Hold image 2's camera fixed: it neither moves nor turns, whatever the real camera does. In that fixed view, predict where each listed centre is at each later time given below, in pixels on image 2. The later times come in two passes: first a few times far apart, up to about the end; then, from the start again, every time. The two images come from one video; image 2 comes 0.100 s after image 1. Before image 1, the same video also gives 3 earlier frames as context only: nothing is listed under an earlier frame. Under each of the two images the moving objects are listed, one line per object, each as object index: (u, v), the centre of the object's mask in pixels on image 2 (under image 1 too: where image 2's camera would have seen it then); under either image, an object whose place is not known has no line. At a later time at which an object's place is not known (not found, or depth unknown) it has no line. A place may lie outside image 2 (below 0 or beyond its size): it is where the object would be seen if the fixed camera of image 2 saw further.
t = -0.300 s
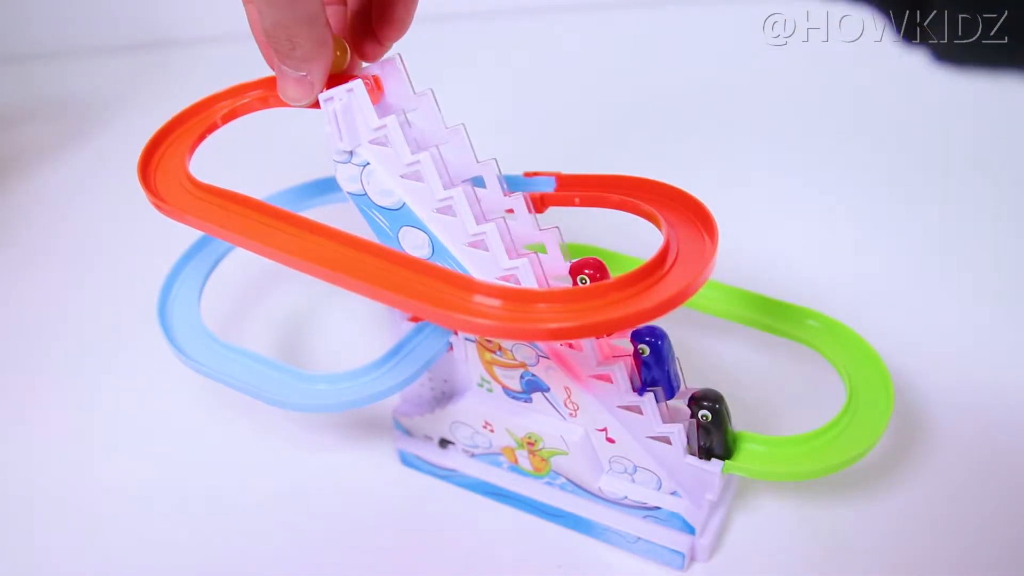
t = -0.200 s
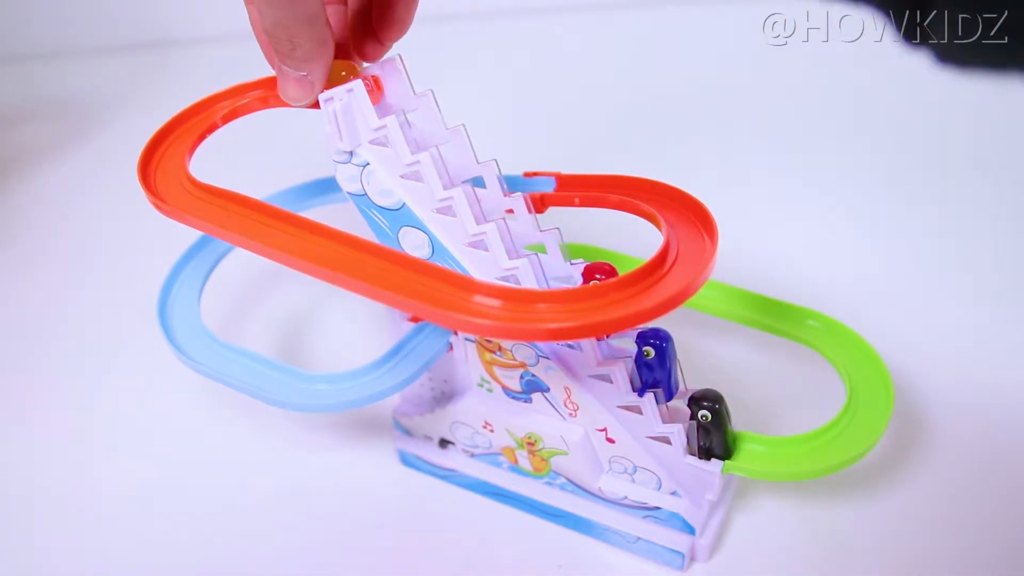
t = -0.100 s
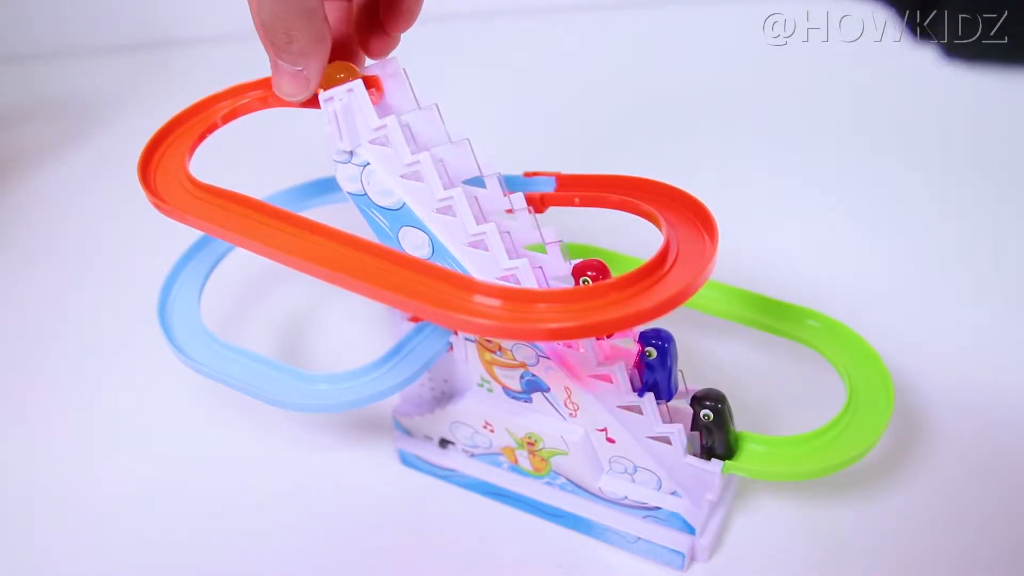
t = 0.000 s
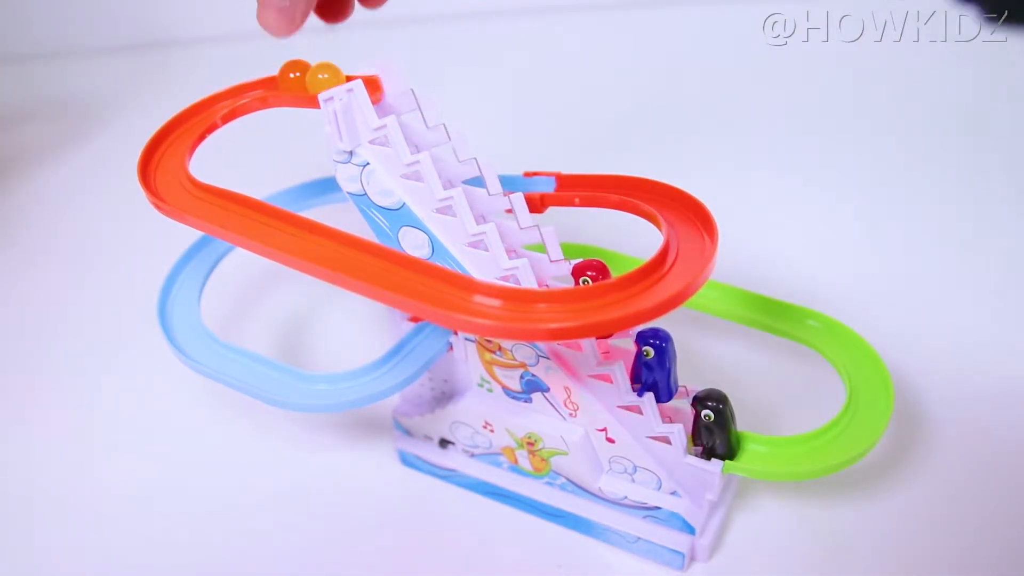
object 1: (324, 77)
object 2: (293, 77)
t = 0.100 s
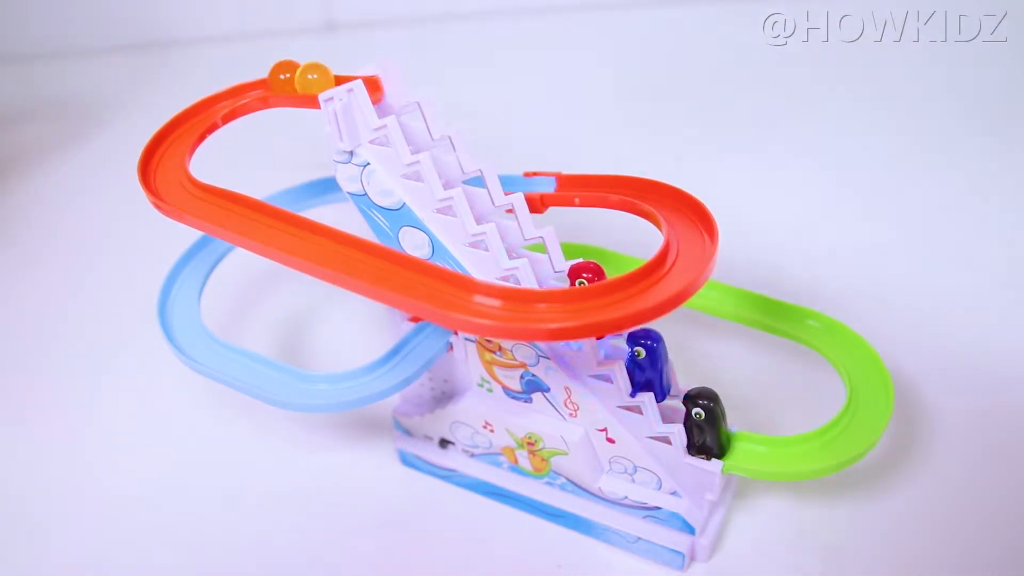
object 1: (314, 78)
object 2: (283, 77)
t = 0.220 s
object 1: (305, 79)
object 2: (273, 77)
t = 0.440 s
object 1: (289, 79)
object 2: (252, 82)
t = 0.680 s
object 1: (272, 80)
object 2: (234, 88)
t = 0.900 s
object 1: (250, 84)
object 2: (214, 99)
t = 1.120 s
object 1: (214, 100)
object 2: (183, 120)
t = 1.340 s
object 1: (186, 119)
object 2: (163, 144)
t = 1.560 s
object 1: (161, 142)
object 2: (161, 171)
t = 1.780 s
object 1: (158, 172)
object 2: (185, 190)
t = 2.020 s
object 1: (170, 185)
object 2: (204, 197)
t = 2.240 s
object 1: (188, 192)
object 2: (224, 205)
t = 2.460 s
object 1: (211, 201)
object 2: (246, 213)
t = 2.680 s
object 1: (234, 209)
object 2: (272, 222)
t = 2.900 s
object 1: (249, 214)
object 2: (287, 227)
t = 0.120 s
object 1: (312, 79)
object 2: (281, 77)
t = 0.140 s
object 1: (311, 78)
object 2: (279, 77)
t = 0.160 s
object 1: (309, 78)
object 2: (278, 77)
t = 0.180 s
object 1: (308, 79)
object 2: (276, 77)
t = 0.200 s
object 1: (306, 79)
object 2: (274, 77)
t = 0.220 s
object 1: (305, 79)
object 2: (273, 77)
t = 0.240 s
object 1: (304, 79)
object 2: (271, 77)
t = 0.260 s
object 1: (302, 79)
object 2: (269, 78)
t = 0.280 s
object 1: (301, 79)
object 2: (268, 78)
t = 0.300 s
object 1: (300, 79)
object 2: (266, 79)
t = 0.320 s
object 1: (298, 79)
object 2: (264, 79)
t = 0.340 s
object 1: (297, 79)
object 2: (262, 79)
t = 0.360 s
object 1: (295, 79)
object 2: (260, 80)
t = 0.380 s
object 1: (293, 79)
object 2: (258, 80)
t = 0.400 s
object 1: (292, 79)
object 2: (256, 81)
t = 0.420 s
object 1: (290, 79)
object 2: (254, 81)
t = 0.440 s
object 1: (289, 79)
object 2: (252, 82)
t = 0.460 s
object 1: (287, 79)
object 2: (250, 82)
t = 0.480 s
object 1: (285, 79)
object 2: (249, 83)
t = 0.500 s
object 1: (284, 79)
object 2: (247, 84)
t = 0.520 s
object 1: (282, 79)
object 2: (245, 84)
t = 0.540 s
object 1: (281, 79)
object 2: (244, 85)
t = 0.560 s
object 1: (280, 79)
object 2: (243, 85)
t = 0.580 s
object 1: (278, 79)
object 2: (241, 86)
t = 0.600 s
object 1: (277, 79)
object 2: (240, 86)
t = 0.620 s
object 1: (276, 79)
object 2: (238, 86)
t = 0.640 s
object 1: (274, 79)
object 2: (237, 87)
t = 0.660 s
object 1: (273, 80)
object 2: (236, 87)
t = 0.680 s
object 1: (272, 80)
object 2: (234, 88)
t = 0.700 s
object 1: (271, 80)
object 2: (233, 88)
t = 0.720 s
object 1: (269, 80)
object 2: (232, 89)
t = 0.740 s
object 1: (268, 80)
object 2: (231, 89)
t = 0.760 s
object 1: (267, 80)
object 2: (229, 90)
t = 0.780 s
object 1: (265, 81)
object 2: (227, 91)
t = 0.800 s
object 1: (263, 81)
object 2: (225, 92)
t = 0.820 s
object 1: (260, 82)
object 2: (223, 93)
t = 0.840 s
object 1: (258, 82)
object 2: (221, 94)
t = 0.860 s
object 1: (255, 83)
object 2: (219, 96)
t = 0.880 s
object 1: (253, 84)
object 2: (216, 97)
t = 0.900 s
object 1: (250, 84)
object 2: (214, 99)
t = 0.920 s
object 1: (247, 85)
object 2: (211, 100)
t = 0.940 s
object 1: (244, 86)
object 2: (208, 102)
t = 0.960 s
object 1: (241, 87)
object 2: (205, 104)
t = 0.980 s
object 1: (238, 89)
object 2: (202, 107)
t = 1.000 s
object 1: (234, 90)
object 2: (199, 108)
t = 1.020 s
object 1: (230, 92)
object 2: (196, 111)
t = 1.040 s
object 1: (227, 93)
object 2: (193, 113)
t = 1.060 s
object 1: (223, 95)
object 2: (190, 114)
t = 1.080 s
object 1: (220, 96)
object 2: (188, 117)
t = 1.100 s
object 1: (217, 98)
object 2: (185, 119)
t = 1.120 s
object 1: (214, 100)
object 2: (183, 120)
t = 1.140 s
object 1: (210, 102)
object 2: (180, 123)
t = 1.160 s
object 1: (207, 103)
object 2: (178, 125)
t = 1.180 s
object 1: (205, 105)
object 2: (176, 127)
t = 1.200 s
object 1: (202, 106)
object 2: (174, 129)
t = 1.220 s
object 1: (199, 108)
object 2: (172, 131)
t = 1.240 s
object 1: (197, 110)
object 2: (170, 134)
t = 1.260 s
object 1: (194, 112)
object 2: (168, 136)
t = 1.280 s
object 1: (192, 114)
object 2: (166, 138)
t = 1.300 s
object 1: (190, 116)
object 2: (165, 140)
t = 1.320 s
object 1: (188, 117)
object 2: (164, 142)
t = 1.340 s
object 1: (186, 119)
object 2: (163, 144)
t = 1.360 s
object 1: (184, 121)
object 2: (162, 146)
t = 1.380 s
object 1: (182, 123)
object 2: (161, 148)
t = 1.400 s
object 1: (180, 125)
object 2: (160, 151)
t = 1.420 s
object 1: (177, 127)
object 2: (160, 153)
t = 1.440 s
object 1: (175, 128)
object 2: (159, 156)
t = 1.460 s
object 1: (172, 130)
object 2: (159, 158)
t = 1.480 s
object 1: (169, 132)
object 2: (159, 160)
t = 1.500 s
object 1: (166, 134)
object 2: (159, 162)
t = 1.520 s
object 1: (165, 136)
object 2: (160, 164)
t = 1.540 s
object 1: (163, 139)
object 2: (161, 167)
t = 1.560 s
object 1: (161, 142)
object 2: (161, 171)
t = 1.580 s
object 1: (160, 145)
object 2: (163, 174)
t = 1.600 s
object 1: (158, 149)
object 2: (166, 177)
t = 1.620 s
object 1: (157, 154)
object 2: (168, 180)
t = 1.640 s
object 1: (156, 157)
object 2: (171, 183)
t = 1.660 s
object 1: (155, 161)
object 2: (174, 185)
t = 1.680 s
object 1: (155, 163)
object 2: (176, 186)
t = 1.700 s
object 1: (155, 166)
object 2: (179, 187)
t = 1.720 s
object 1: (156, 168)
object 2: (181, 188)
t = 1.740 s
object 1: (157, 169)
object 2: (182, 189)
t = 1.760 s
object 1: (157, 171)
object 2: (184, 189)
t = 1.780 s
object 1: (158, 172)
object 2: (185, 190)
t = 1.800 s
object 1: (159, 173)
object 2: (187, 190)
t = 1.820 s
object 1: (160, 174)
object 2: (188, 191)
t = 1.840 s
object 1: (160, 175)
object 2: (189, 191)
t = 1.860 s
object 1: (161, 175)
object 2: (190, 191)
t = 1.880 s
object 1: (162, 176)
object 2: (192, 192)
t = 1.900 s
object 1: (162, 177)
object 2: (193, 192)
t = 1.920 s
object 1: (163, 178)
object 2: (194, 193)
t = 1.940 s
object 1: (164, 179)
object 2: (195, 193)
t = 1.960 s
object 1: (165, 180)
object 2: (197, 194)
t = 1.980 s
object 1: (166, 181)
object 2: (199, 195)
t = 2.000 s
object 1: (168, 183)
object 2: (201, 196)
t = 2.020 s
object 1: (170, 185)
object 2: (204, 197)
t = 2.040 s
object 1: (172, 186)
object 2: (206, 198)
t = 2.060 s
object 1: (173, 187)
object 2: (208, 199)
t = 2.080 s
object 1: (175, 188)
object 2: (211, 200)
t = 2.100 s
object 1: (177, 189)
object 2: (213, 200)
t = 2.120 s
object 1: (179, 189)
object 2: (215, 201)
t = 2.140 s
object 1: (181, 190)
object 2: (216, 202)
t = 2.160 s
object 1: (182, 191)
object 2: (218, 203)
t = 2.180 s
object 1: (184, 191)
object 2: (220, 203)
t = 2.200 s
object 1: (186, 191)
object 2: (221, 204)
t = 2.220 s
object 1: (187, 192)
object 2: (223, 204)
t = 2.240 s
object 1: (188, 192)
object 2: (224, 205)
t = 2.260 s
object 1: (190, 193)
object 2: (226, 205)
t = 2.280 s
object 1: (192, 193)
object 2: (227, 206)
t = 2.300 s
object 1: (194, 194)
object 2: (229, 207)
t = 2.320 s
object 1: (196, 195)
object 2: (231, 207)
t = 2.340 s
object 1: (198, 196)
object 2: (233, 208)
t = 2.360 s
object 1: (200, 196)
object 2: (235, 209)
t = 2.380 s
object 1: (202, 197)
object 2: (237, 209)
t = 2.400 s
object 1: (204, 198)
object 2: (240, 210)
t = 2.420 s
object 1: (206, 199)
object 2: (242, 211)
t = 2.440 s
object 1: (209, 200)
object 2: (244, 212)
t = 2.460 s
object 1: (211, 201)
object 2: (246, 213)
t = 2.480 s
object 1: (213, 202)
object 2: (249, 214)
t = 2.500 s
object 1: (216, 203)
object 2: (251, 214)
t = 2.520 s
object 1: (217, 204)
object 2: (253, 215)
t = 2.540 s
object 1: (220, 205)
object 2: (255, 216)
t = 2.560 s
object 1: (221, 205)
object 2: (258, 217)
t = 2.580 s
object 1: (223, 206)
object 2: (260, 218)
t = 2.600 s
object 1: (225, 207)
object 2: (262, 219)
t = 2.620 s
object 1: (227, 208)
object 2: (265, 220)
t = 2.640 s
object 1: (229, 208)
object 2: (267, 221)
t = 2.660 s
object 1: (231, 209)
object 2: (269, 222)
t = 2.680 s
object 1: (234, 209)
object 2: (272, 222)
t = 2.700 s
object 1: (236, 209)
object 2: (274, 222)
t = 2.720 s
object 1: (238, 210)
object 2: (276, 223)
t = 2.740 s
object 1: (240, 210)
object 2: (278, 224)
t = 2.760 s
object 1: (241, 211)
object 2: (279, 225)
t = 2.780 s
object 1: (243, 212)
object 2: (281, 225)
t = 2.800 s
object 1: (244, 212)
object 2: (282, 225)
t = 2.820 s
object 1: (245, 212)
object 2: (284, 225)
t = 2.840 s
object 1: (246, 213)
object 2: (284, 226)
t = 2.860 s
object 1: (247, 213)
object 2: (285, 226)
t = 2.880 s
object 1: (248, 213)
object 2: (286, 227)
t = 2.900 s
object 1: (249, 214)
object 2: (287, 227)
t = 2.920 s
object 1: (249, 215)
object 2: (287, 229)
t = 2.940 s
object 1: (250, 216)
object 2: (288, 229)
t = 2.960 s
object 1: (251, 216)
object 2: (289, 229)
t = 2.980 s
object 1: (252, 217)
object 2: (291, 230)
